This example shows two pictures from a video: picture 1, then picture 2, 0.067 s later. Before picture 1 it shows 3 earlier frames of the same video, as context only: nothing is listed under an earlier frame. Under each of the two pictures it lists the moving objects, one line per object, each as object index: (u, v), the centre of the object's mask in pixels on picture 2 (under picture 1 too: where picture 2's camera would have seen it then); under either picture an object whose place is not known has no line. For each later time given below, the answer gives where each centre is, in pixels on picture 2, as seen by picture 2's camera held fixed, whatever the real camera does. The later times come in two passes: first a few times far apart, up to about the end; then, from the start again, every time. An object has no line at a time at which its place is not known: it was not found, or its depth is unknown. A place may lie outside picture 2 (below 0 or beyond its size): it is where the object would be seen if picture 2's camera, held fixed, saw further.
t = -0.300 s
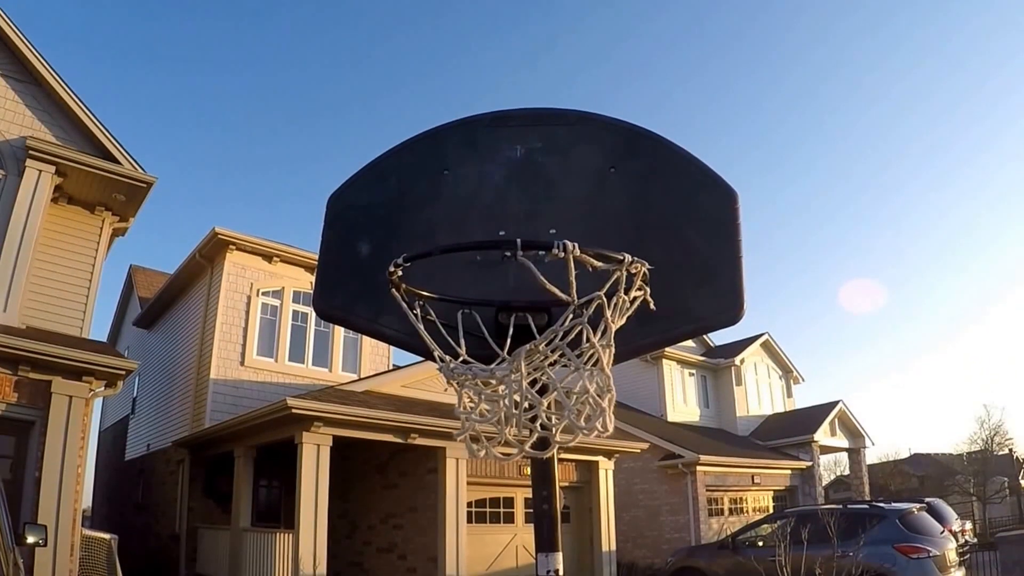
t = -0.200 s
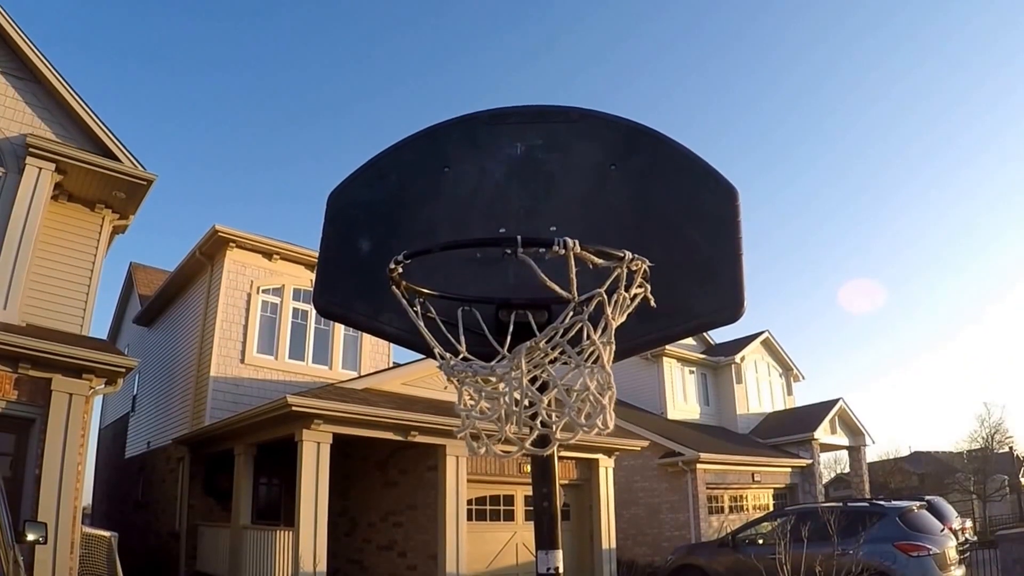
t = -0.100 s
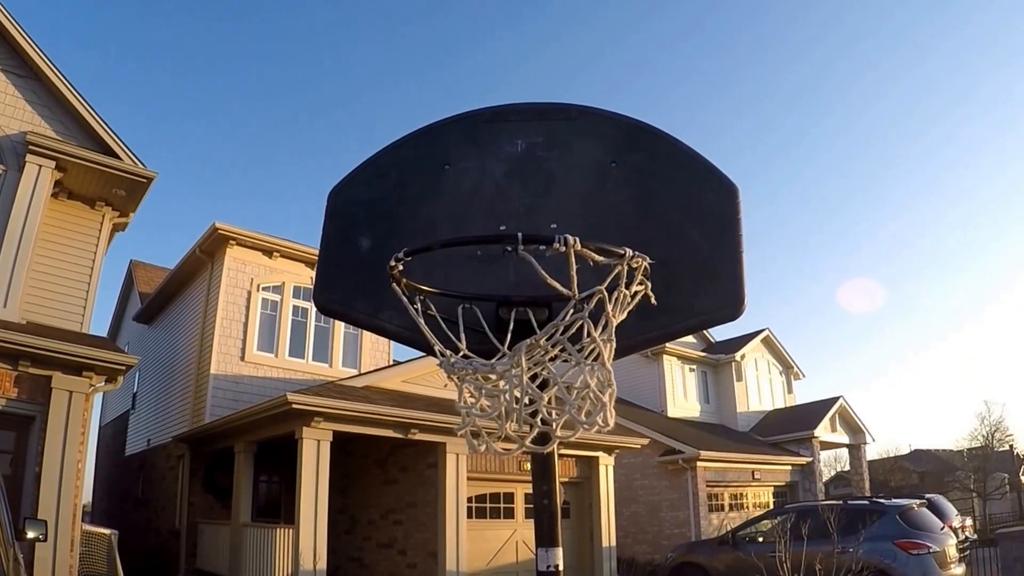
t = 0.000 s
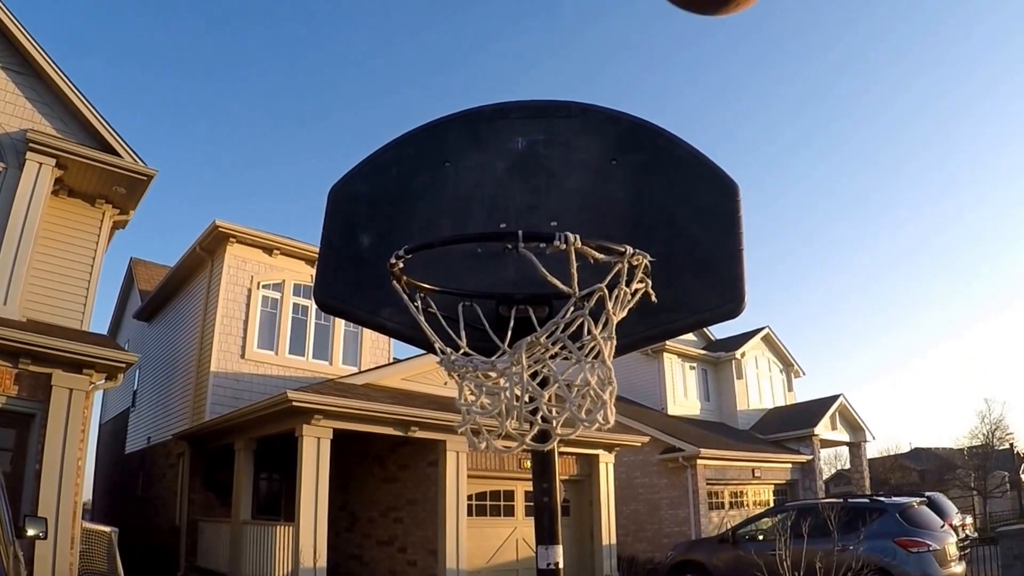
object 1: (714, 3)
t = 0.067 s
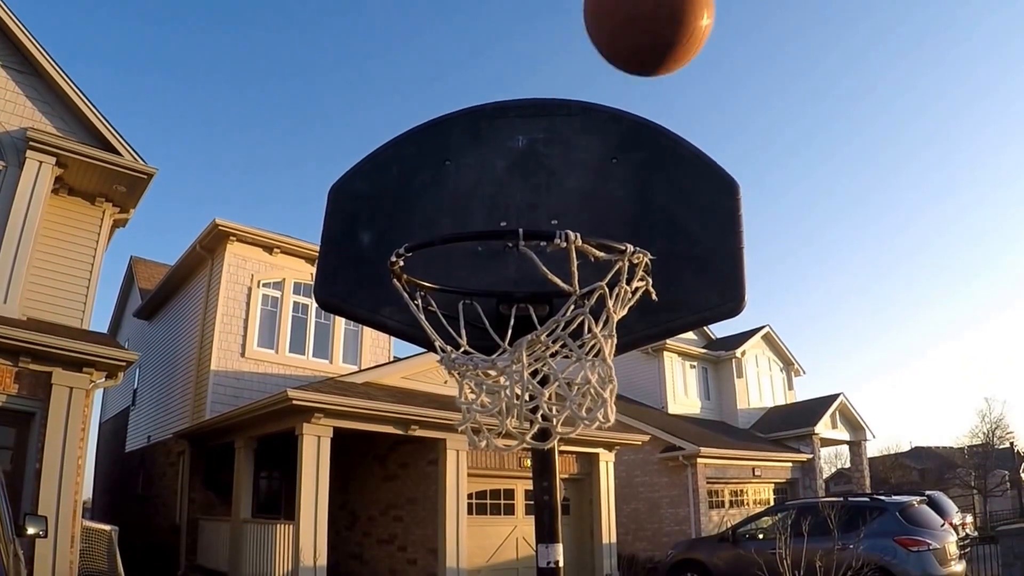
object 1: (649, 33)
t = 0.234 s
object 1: (540, 197)
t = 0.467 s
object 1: (491, 156)
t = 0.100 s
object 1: (622, 52)
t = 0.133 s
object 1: (598, 86)
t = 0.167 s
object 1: (577, 125)
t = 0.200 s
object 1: (557, 167)
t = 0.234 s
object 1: (540, 197)
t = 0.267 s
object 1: (518, 248)
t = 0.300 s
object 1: (517, 207)
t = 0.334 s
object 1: (511, 196)
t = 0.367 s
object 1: (507, 183)
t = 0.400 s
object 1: (501, 172)
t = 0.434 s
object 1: (497, 163)
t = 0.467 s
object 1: (491, 156)
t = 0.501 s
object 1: (486, 154)
